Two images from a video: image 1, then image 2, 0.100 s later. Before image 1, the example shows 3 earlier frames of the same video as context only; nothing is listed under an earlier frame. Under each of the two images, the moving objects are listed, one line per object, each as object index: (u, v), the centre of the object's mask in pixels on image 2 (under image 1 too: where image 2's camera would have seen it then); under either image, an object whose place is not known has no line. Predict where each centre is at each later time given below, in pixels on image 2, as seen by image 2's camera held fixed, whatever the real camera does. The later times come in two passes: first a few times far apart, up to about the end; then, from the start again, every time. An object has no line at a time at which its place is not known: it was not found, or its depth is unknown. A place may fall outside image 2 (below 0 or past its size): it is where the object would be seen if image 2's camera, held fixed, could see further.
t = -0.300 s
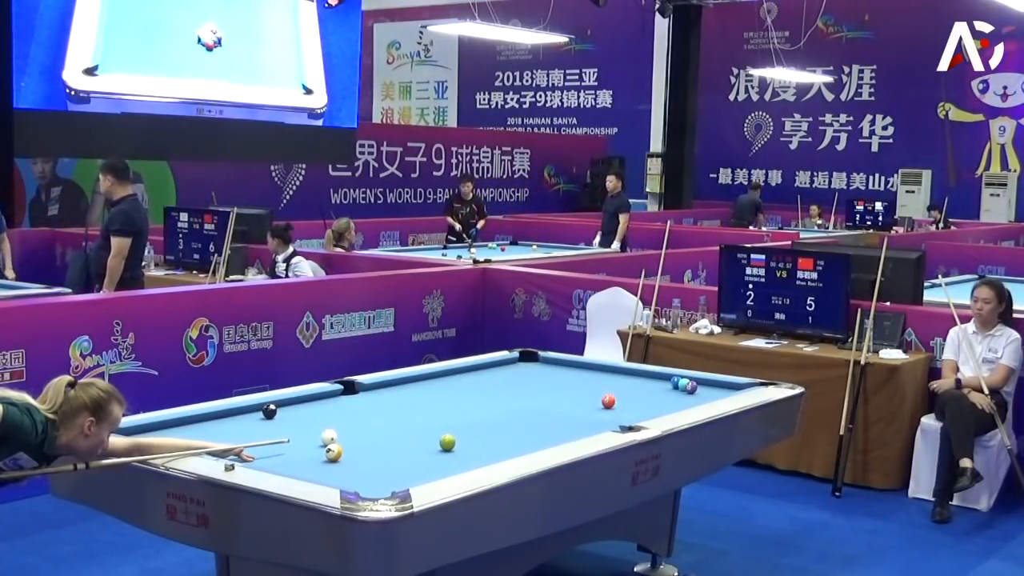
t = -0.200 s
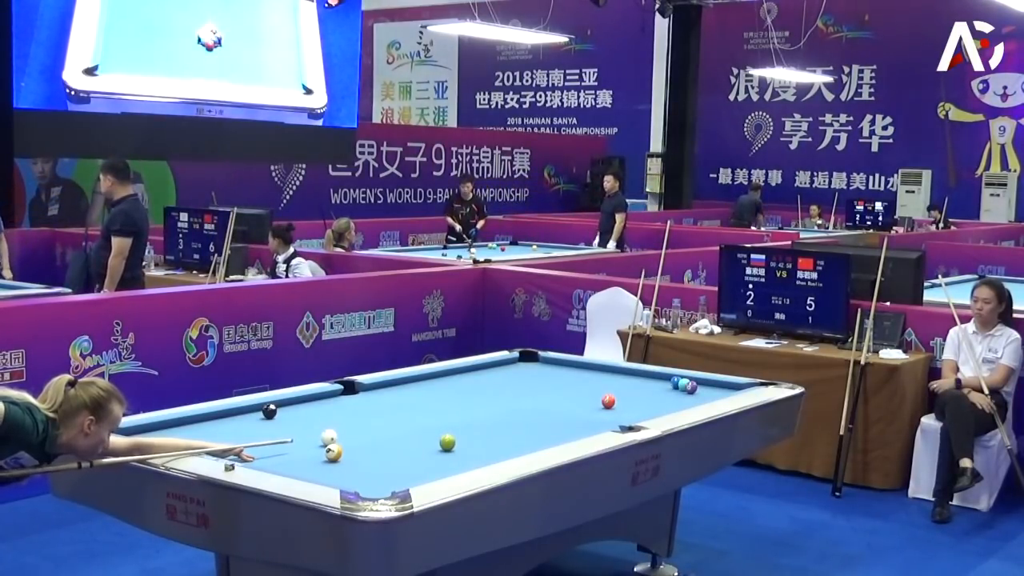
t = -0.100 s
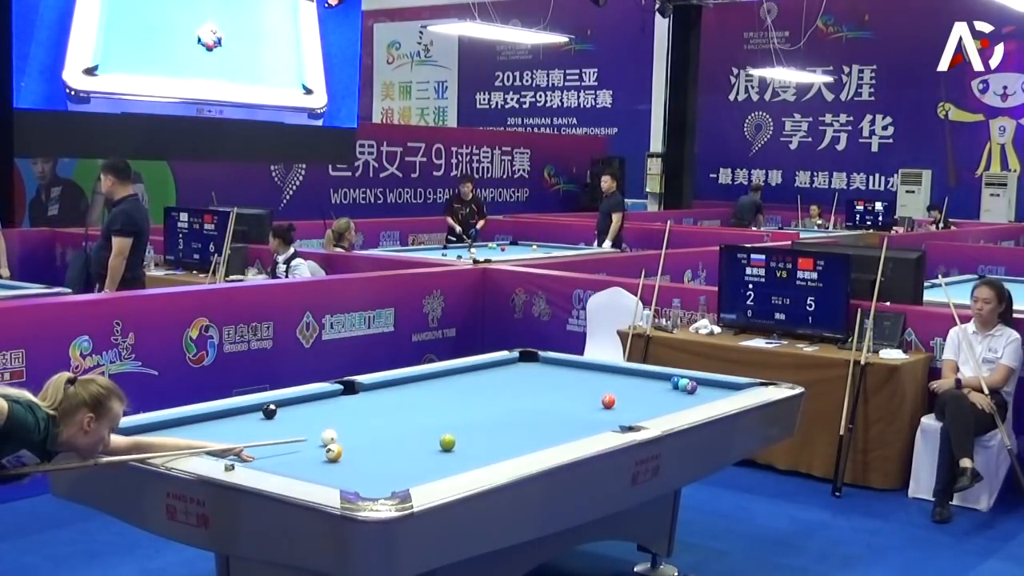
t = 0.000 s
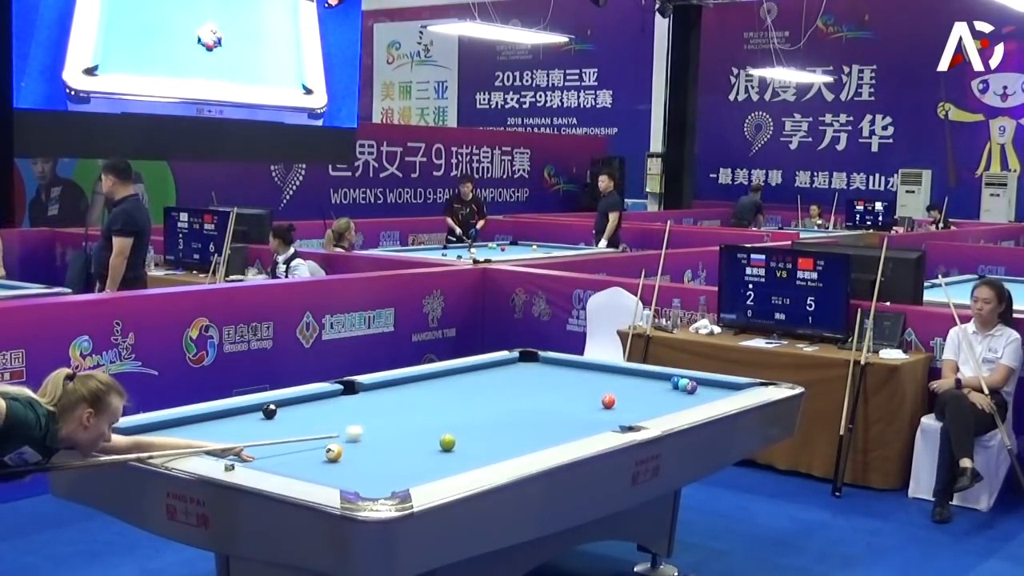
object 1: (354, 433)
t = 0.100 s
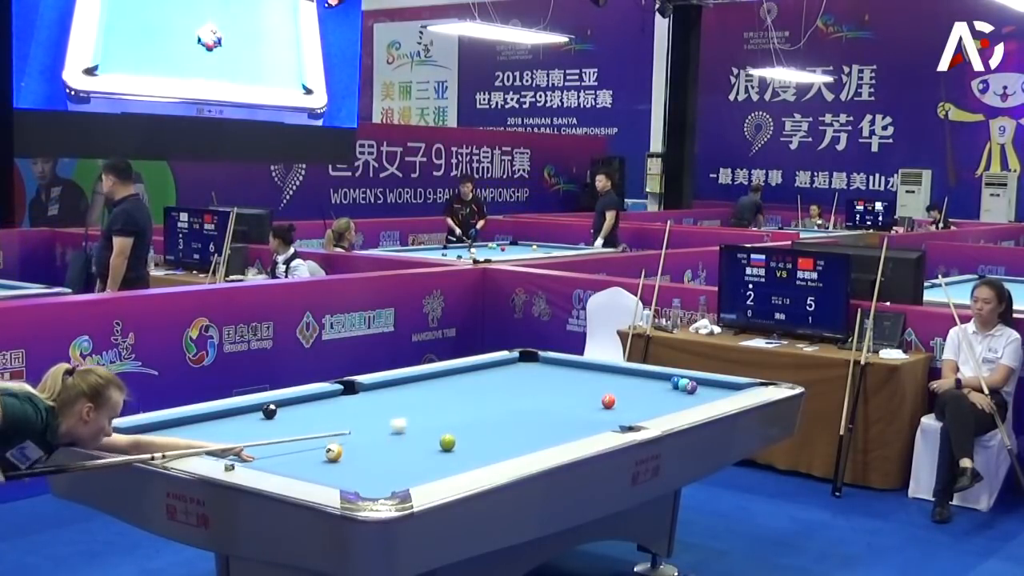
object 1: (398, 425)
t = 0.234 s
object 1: (449, 417)
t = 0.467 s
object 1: (524, 405)
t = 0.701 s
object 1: (590, 394)
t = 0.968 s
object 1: (657, 383)
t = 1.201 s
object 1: (666, 380)
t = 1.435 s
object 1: (652, 386)
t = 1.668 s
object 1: (638, 392)
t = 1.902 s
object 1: (624, 398)
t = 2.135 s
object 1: (624, 403)
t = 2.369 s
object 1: (629, 407)
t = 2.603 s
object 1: (634, 411)
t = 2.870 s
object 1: (639, 414)
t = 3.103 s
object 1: (637, 416)
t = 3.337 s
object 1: (628, 416)
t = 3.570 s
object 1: (620, 417)
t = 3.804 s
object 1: (612, 418)
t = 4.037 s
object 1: (605, 419)
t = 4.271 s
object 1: (599, 419)
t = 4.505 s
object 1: (594, 419)
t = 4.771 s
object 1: (590, 419)
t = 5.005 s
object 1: (587, 419)
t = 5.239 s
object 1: (586, 419)
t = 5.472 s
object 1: (586, 419)
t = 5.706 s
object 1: (586, 418)
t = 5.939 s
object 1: (586, 419)
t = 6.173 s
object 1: (586, 419)
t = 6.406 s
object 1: (586, 419)
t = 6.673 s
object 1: (586, 419)
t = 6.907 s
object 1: (586, 419)
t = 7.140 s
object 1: (586, 419)
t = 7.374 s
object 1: (586, 419)
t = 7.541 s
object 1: (586, 419)
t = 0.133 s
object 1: (412, 423)
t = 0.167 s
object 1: (425, 421)
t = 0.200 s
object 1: (437, 419)
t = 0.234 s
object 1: (449, 417)
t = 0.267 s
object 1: (460, 415)
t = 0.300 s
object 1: (471, 414)
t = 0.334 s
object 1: (482, 412)
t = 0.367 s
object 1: (492, 410)
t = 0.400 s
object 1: (503, 408)
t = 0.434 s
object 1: (513, 406)
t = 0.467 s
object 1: (524, 405)
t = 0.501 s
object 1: (533, 403)
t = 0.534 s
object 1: (543, 401)
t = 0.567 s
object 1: (553, 400)
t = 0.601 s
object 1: (562, 398)
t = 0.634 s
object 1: (571, 397)
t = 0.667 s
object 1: (581, 395)
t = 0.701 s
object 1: (590, 394)
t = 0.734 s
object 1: (598, 392)
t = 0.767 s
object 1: (607, 389)
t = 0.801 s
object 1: (616, 389)
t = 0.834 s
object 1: (624, 388)
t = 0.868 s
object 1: (633, 386)
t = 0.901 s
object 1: (641, 385)
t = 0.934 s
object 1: (649, 384)
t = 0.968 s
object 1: (657, 383)
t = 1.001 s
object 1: (664, 381)
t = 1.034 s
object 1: (667, 379)
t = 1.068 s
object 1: (671, 377)
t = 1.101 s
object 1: (674, 376)
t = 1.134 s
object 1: (671, 378)
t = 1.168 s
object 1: (669, 379)
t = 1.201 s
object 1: (666, 380)
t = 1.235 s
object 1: (664, 381)
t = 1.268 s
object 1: (662, 382)
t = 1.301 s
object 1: (660, 383)
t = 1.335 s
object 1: (658, 384)
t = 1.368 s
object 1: (656, 385)
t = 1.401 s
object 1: (654, 385)
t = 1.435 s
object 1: (652, 386)
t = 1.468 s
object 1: (650, 387)
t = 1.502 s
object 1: (648, 388)
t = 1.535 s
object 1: (646, 389)
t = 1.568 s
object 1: (644, 389)
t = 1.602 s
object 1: (642, 391)
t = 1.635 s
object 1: (640, 391)
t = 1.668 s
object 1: (638, 392)
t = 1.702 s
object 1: (636, 393)
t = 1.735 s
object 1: (634, 394)
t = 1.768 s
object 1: (632, 395)
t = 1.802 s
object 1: (630, 396)
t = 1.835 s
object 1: (628, 397)
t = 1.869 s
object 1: (626, 397)
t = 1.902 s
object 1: (624, 398)
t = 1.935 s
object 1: (622, 399)
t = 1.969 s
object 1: (621, 400)
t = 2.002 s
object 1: (620, 401)
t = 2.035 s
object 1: (621, 401)
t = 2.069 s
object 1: (622, 402)
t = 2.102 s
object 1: (623, 402)
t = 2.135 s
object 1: (624, 403)
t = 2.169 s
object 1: (625, 404)
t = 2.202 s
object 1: (625, 404)
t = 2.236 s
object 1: (626, 405)
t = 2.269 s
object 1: (626, 406)
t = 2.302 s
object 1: (627, 406)
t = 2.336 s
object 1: (628, 407)
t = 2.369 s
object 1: (629, 407)
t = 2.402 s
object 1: (630, 408)
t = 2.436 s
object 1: (631, 409)
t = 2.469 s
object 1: (631, 409)
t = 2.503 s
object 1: (632, 410)
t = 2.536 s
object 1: (632, 410)
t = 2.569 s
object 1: (633, 411)
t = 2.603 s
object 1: (634, 411)
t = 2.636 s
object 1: (635, 412)
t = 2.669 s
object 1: (635, 412)
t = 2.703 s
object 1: (636, 413)
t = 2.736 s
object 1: (637, 413)
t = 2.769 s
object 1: (637, 413)
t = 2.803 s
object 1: (638, 413)
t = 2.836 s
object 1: (639, 414)
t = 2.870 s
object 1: (639, 414)
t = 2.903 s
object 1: (640, 414)
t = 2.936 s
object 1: (641, 415)
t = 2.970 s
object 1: (641, 415)
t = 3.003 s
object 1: (642, 415)
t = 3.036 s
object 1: (640, 416)
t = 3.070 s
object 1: (639, 416)
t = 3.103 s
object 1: (637, 416)
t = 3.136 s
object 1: (636, 416)
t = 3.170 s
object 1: (635, 416)
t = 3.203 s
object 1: (633, 416)
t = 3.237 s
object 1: (633, 416)
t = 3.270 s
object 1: (631, 416)
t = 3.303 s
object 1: (630, 416)
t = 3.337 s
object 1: (628, 416)
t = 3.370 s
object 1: (626, 417)
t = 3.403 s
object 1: (625, 417)
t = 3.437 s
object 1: (624, 417)
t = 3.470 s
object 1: (623, 417)
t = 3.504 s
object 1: (622, 417)
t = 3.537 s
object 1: (620, 417)
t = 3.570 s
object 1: (620, 417)
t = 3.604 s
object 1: (618, 417)
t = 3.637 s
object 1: (617, 418)
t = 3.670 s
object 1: (616, 418)
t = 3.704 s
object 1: (615, 418)
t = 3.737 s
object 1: (614, 418)
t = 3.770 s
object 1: (613, 418)
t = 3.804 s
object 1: (612, 418)
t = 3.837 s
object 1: (611, 419)
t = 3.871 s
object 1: (609, 418)
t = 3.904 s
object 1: (608, 418)
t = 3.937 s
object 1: (608, 419)
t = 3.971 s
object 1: (607, 419)
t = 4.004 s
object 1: (605, 419)
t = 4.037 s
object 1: (605, 419)
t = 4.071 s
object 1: (604, 419)
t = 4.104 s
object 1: (603, 419)
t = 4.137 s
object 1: (602, 419)
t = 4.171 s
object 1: (601, 419)
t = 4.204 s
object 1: (600, 419)
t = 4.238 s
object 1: (599, 419)
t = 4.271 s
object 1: (599, 419)
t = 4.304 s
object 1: (598, 419)
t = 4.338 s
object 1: (597, 419)
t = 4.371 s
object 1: (597, 419)
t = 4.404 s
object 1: (596, 419)
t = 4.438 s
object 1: (595, 419)
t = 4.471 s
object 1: (594, 419)
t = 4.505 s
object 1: (594, 419)
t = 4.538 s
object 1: (593, 419)
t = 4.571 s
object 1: (593, 419)
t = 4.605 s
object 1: (592, 419)
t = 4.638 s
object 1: (592, 419)
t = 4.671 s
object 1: (592, 419)
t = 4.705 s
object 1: (591, 419)
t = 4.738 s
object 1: (591, 419)
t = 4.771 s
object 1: (590, 419)
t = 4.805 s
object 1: (590, 419)
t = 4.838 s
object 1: (589, 419)
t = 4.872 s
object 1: (589, 419)
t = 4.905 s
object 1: (588, 419)
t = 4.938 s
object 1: (588, 419)
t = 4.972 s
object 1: (588, 419)
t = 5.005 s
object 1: (587, 419)
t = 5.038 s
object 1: (587, 419)
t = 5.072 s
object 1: (587, 419)
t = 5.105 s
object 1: (586, 419)
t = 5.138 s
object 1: (586, 419)
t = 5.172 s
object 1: (586, 419)
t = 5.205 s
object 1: (586, 419)
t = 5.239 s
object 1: (586, 419)
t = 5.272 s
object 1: (586, 419)
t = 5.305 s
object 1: (586, 419)
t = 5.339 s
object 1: (586, 419)
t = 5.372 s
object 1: (586, 419)
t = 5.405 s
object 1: (586, 419)
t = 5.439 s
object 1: (586, 419)
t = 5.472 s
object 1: (586, 419)
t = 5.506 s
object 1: (586, 419)
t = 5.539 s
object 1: (586, 419)
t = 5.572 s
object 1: (586, 419)
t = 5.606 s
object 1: (586, 419)
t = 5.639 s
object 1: (586, 419)
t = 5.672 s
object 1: (586, 419)
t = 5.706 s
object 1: (586, 418)
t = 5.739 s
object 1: (586, 418)
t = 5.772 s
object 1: (586, 419)
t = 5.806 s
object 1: (586, 419)
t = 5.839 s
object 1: (586, 419)
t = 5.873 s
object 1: (586, 419)
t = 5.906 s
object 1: (586, 419)
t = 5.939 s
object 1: (586, 419)
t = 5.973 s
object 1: (586, 419)
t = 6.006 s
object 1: (586, 419)
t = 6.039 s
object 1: (586, 419)
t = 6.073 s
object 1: (586, 419)
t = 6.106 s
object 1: (586, 419)
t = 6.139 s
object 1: (586, 419)
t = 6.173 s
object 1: (586, 419)
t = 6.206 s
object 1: (586, 419)
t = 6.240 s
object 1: (586, 419)
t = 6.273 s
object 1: (586, 419)
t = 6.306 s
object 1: (586, 419)
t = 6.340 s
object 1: (586, 419)
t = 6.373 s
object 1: (586, 419)
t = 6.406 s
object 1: (586, 419)
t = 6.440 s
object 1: (586, 419)
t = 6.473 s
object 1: (586, 419)
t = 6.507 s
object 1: (586, 419)
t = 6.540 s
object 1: (586, 419)
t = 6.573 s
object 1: (586, 419)
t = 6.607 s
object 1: (586, 419)
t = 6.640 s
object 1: (586, 419)
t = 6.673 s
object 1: (586, 419)
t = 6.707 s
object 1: (586, 419)
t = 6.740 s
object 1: (586, 419)
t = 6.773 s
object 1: (586, 419)
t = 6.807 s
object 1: (586, 419)
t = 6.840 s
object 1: (586, 419)
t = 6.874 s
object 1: (586, 419)
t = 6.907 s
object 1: (586, 419)
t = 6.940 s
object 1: (586, 419)
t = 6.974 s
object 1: (586, 419)
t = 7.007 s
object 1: (586, 419)
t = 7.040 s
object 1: (586, 419)
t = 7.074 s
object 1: (586, 419)
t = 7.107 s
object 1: (586, 419)
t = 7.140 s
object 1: (586, 419)
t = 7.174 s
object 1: (586, 419)
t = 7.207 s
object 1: (586, 419)
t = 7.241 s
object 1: (586, 419)
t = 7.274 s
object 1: (586, 419)
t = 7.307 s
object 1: (586, 419)
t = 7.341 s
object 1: (586, 419)
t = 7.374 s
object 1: (586, 419)
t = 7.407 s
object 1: (586, 419)
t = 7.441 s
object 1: (586, 419)
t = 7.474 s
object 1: (586, 419)
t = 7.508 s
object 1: (586, 419)
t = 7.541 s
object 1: (586, 419)
